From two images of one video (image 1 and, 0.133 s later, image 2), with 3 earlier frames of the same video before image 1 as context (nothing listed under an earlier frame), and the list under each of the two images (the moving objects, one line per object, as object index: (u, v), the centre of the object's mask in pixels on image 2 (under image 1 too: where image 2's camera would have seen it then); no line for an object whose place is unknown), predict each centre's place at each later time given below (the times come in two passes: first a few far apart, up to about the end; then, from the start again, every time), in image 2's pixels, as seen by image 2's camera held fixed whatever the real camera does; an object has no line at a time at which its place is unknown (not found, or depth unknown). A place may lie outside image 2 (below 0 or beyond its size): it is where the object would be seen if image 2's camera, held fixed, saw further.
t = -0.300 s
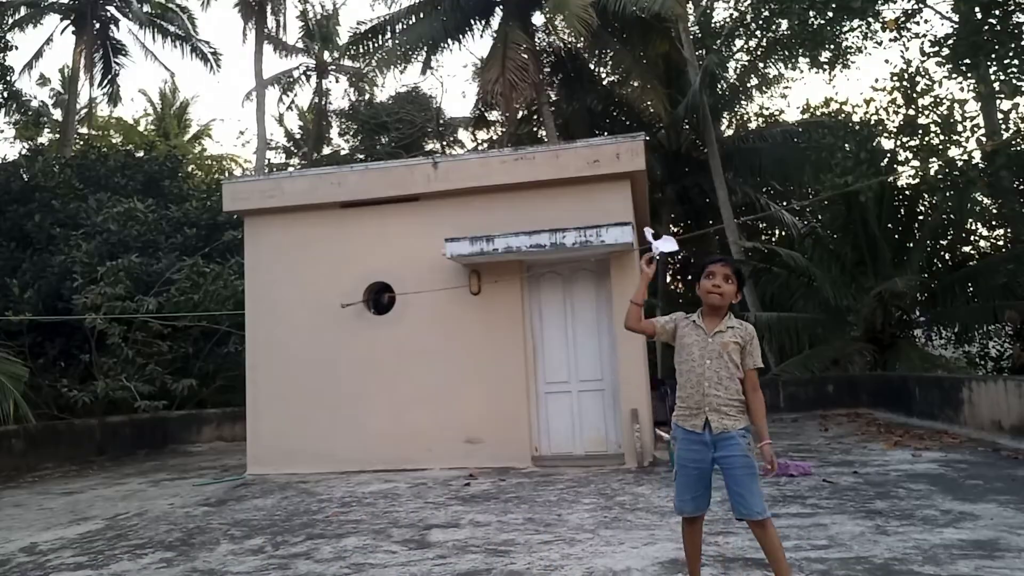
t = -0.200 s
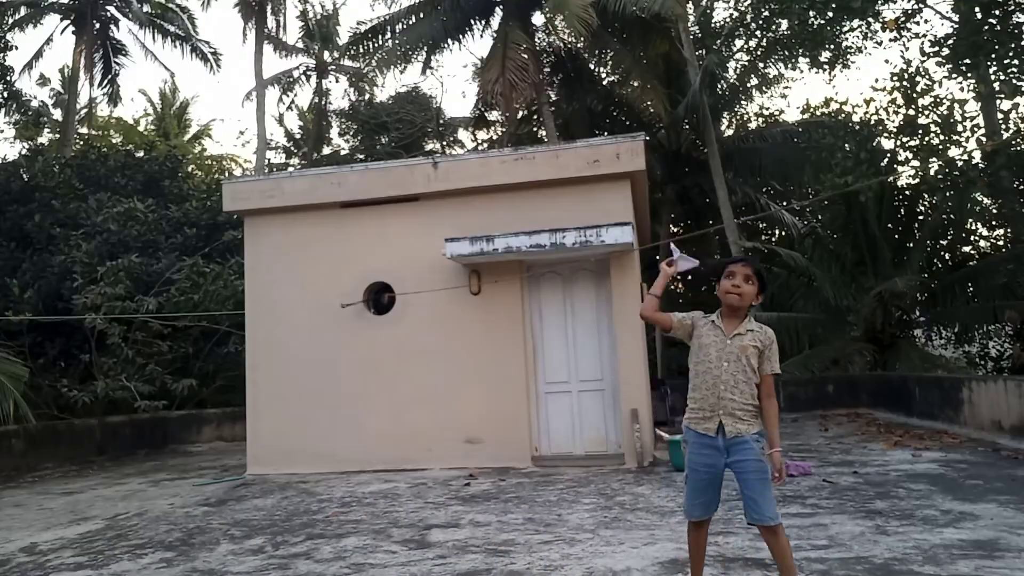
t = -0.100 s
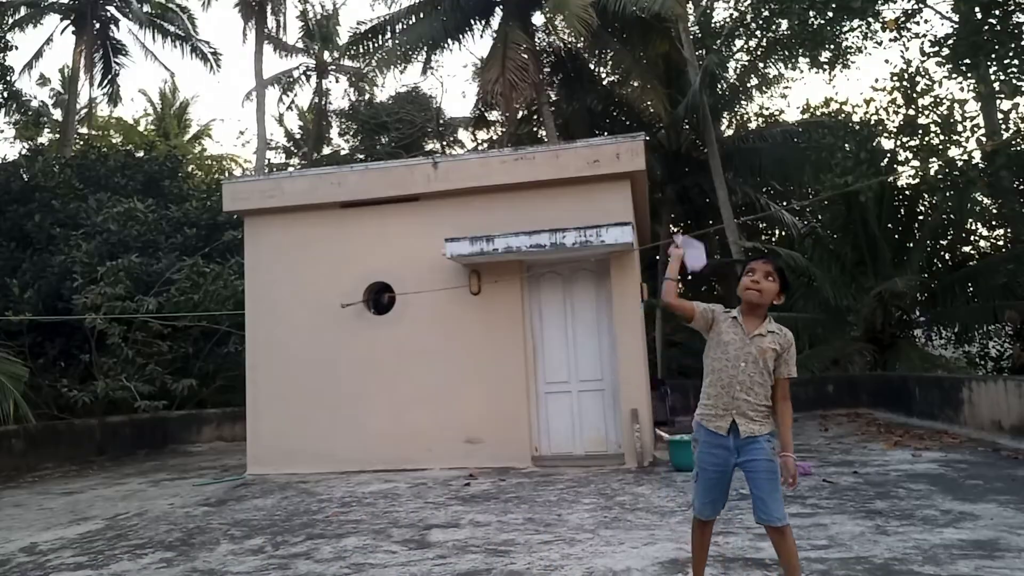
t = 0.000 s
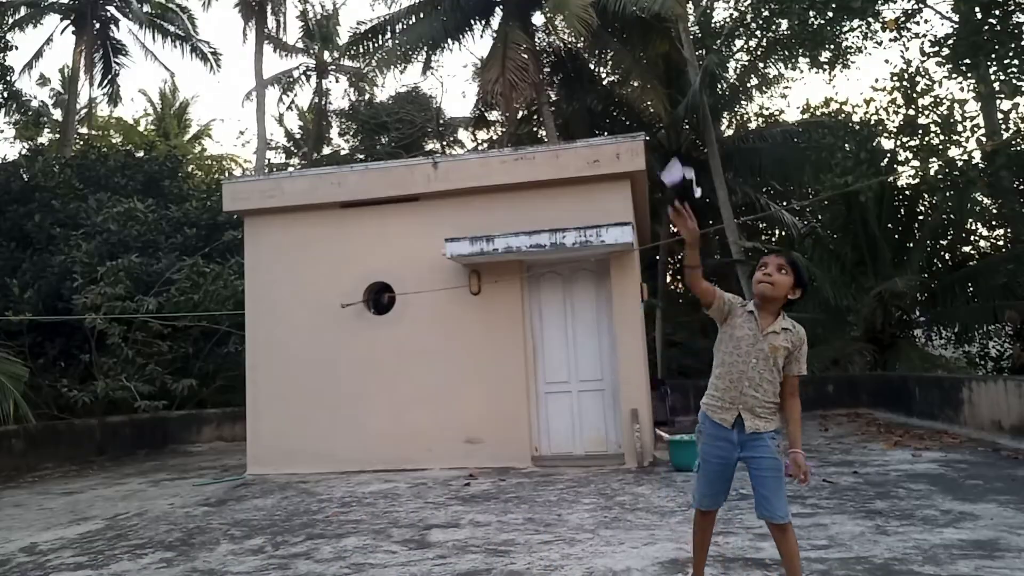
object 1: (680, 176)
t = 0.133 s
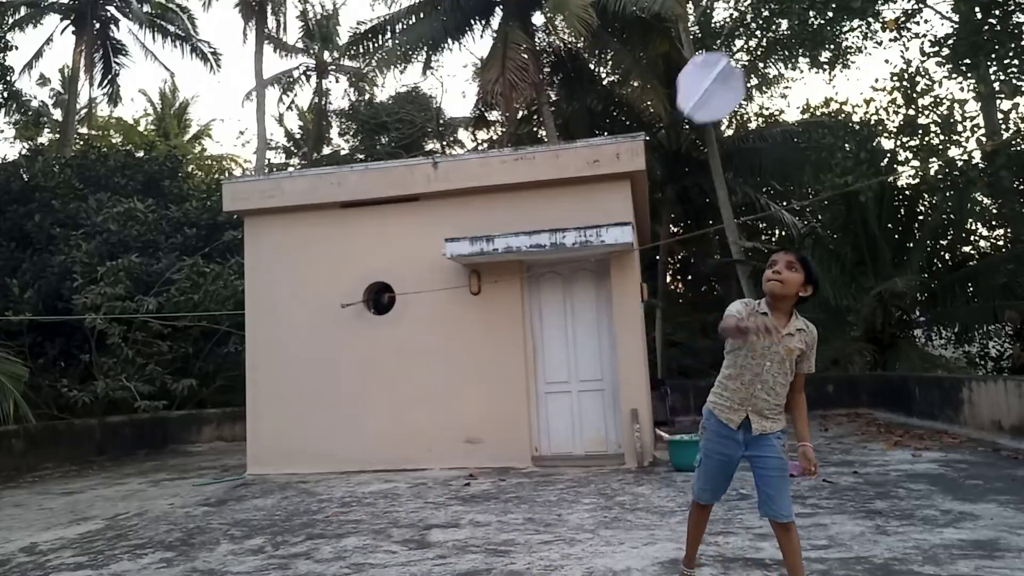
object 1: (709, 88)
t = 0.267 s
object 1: (809, 17)
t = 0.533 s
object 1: (879, 145)
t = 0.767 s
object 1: (859, 270)
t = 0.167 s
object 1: (732, 60)
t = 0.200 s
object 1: (758, 36)
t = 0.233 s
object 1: (783, 22)
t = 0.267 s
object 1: (809, 17)
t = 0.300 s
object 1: (834, 18)
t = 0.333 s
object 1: (850, 21)
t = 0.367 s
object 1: (864, 27)
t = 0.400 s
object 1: (876, 43)
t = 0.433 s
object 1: (883, 69)
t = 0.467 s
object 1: (882, 97)
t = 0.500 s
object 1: (882, 120)
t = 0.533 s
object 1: (879, 145)
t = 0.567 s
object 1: (875, 169)
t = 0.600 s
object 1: (870, 193)
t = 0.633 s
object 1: (866, 215)
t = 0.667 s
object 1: (862, 234)
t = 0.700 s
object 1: (859, 252)
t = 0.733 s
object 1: (862, 263)
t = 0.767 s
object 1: (859, 270)
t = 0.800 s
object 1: (856, 277)
